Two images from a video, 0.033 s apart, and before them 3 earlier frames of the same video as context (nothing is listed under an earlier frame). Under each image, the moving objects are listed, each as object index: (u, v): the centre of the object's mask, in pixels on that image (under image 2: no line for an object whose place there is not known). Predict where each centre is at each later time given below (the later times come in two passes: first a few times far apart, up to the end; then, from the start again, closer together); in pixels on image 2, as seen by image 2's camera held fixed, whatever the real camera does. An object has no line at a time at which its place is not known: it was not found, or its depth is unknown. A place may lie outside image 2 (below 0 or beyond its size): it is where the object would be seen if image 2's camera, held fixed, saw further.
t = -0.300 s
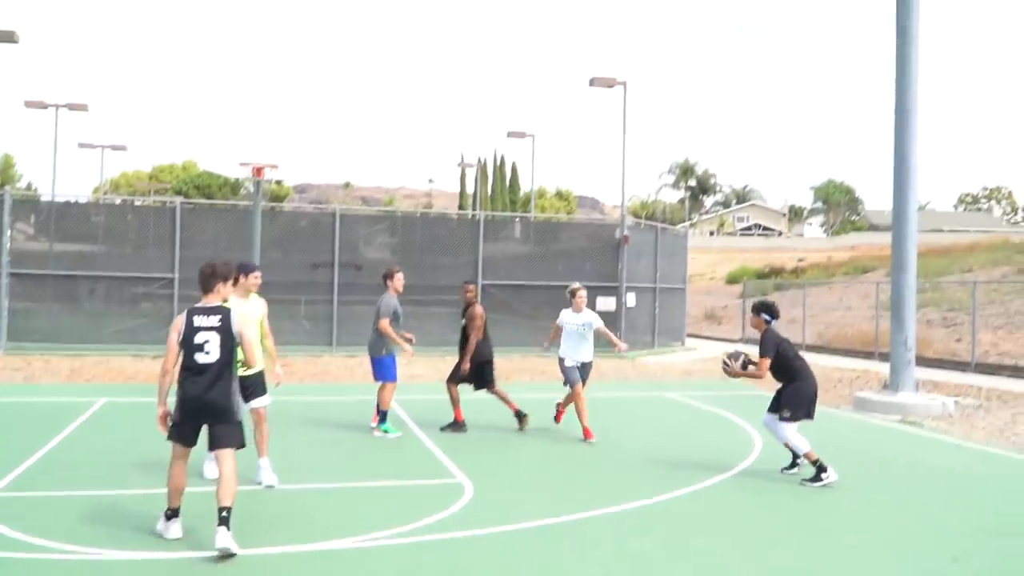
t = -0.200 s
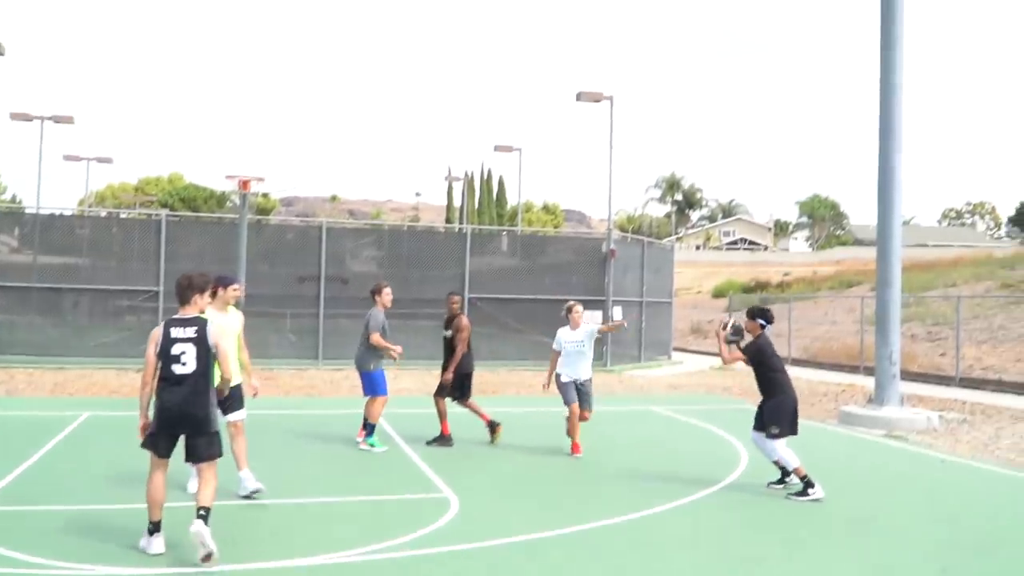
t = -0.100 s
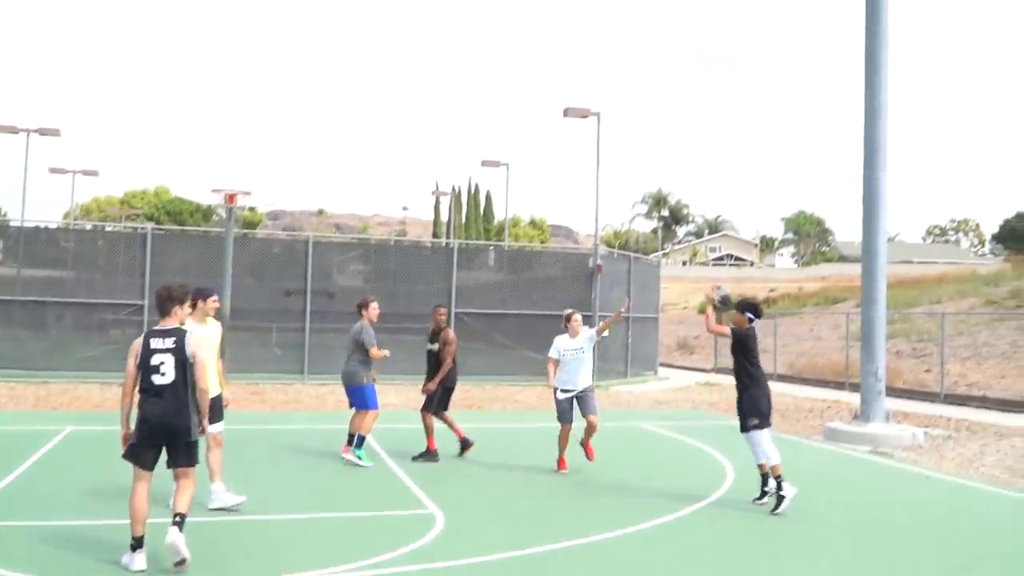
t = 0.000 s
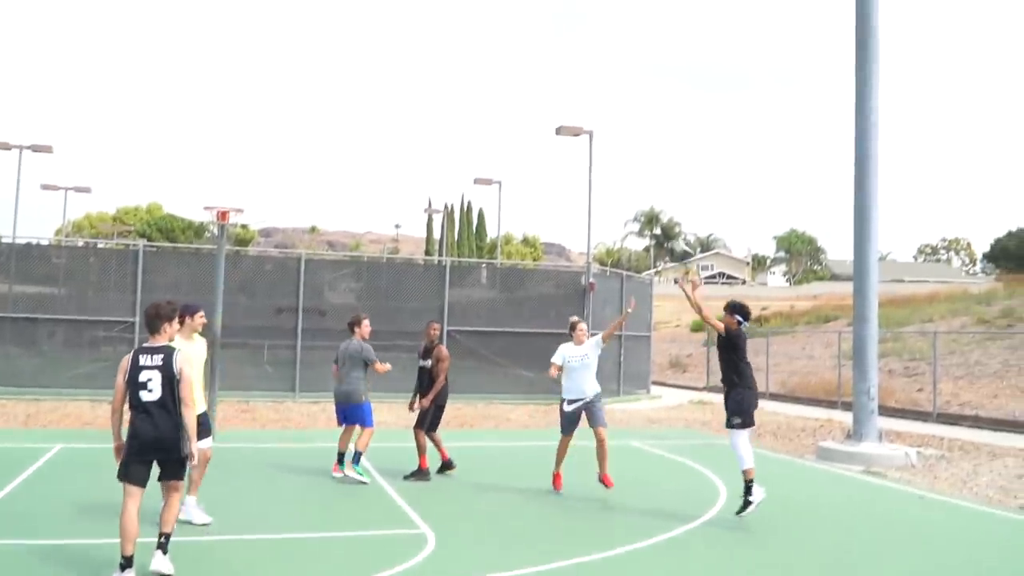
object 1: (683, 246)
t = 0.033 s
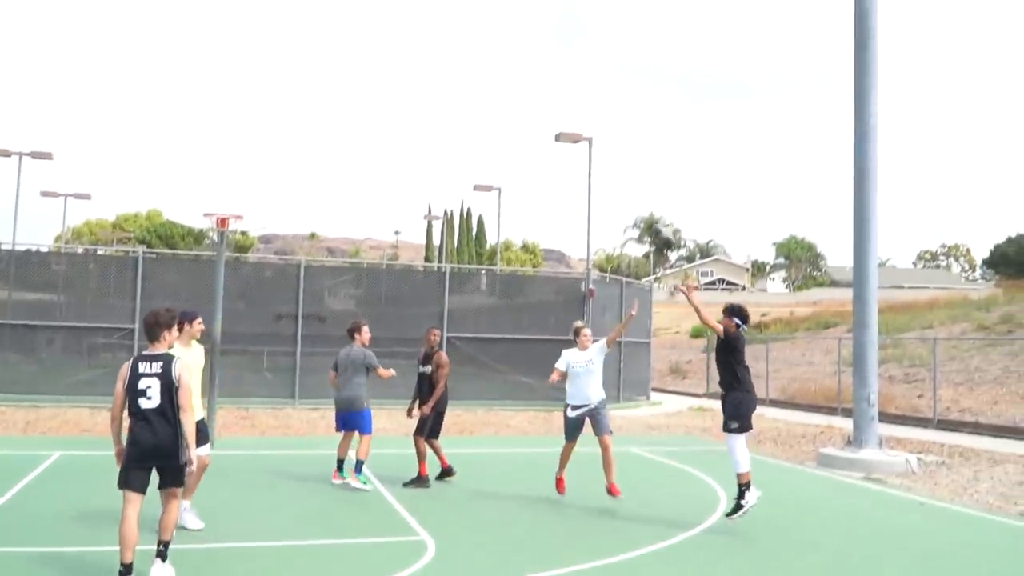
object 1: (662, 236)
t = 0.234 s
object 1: (575, 135)
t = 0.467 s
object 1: (483, 77)
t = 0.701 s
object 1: (399, 71)
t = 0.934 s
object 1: (322, 111)
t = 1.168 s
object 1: (249, 190)
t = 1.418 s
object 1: (297, 189)
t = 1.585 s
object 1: (348, 198)
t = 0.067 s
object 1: (646, 215)
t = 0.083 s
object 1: (640, 206)
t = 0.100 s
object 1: (632, 197)
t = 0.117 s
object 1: (625, 188)
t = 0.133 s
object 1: (618, 179)
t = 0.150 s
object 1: (610, 171)
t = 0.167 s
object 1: (603, 163)
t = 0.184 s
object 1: (596, 156)
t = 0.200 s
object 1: (589, 149)
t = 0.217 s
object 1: (582, 142)
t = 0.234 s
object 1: (575, 135)
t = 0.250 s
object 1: (568, 130)
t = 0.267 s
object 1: (561, 124)
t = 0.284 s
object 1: (554, 118)
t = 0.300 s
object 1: (548, 113)
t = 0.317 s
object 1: (541, 108)
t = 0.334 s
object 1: (534, 103)
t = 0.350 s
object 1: (528, 99)
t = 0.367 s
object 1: (521, 95)
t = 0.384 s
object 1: (515, 91)
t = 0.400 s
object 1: (509, 88)
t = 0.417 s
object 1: (502, 85)
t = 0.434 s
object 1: (496, 82)
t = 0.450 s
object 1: (490, 79)
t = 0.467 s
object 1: (483, 77)
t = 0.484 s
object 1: (477, 74)
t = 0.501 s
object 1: (471, 72)
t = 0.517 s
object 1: (465, 71)
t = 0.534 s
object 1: (458, 69)
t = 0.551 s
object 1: (452, 68)
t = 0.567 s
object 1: (446, 67)
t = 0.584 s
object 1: (440, 67)
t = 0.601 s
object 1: (434, 67)
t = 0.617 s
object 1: (428, 67)
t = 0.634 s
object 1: (422, 67)
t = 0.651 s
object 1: (416, 68)
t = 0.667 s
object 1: (411, 68)
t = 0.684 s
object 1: (405, 69)
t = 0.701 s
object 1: (399, 71)
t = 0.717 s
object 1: (394, 72)
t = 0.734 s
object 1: (388, 74)
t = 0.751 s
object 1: (382, 76)
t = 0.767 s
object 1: (377, 78)
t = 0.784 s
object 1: (371, 80)
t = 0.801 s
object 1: (366, 83)
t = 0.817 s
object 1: (360, 86)
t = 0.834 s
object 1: (355, 88)
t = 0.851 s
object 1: (349, 91)
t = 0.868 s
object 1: (344, 95)
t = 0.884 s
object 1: (338, 99)
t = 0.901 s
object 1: (333, 102)
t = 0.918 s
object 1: (327, 106)
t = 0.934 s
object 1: (322, 111)
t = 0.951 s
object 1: (317, 115)
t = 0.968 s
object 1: (311, 120)
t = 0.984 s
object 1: (306, 125)
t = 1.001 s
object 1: (301, 130)
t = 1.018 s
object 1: (296, 135)
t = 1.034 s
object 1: (290, 141)
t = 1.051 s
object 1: (285, 146)
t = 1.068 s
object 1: (280, 152)
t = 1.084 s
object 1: (275, 158)
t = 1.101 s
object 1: (270, 164)
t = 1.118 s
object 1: (265, 170)
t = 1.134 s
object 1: (259, 177)
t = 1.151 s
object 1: (255, 184)
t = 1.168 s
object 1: (249, 190)
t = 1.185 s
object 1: (244, 198)
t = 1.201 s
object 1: (239, 205)
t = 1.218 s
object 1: (238, 208)
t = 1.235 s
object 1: (243, 205)
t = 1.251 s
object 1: (247, 203)
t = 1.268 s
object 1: (252, 200)
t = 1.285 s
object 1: (257, 198)
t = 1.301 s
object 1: (262, 196)
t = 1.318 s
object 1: (267, 195)
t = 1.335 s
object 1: (272, 193)
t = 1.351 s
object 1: (277, 192)
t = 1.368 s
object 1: (282, 191)
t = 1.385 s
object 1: (287, 190)
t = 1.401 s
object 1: (292, 189)
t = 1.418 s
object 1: (297, 189)
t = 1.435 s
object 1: (302, 189)
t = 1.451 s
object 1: (307, 189)
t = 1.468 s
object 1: (312, 190)
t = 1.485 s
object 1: (317, 190)
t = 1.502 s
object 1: (322, 191)
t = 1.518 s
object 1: (327, 192)
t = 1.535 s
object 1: (333, 193)
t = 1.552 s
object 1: (338, 194)
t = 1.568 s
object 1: (343, 196)
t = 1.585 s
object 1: (348, 198)
